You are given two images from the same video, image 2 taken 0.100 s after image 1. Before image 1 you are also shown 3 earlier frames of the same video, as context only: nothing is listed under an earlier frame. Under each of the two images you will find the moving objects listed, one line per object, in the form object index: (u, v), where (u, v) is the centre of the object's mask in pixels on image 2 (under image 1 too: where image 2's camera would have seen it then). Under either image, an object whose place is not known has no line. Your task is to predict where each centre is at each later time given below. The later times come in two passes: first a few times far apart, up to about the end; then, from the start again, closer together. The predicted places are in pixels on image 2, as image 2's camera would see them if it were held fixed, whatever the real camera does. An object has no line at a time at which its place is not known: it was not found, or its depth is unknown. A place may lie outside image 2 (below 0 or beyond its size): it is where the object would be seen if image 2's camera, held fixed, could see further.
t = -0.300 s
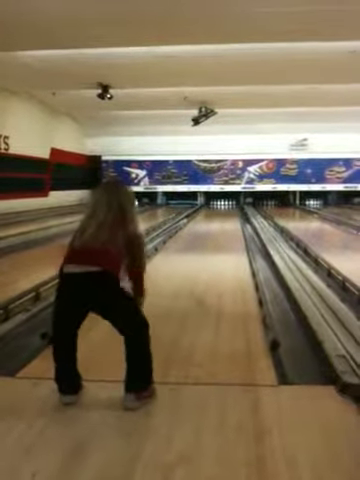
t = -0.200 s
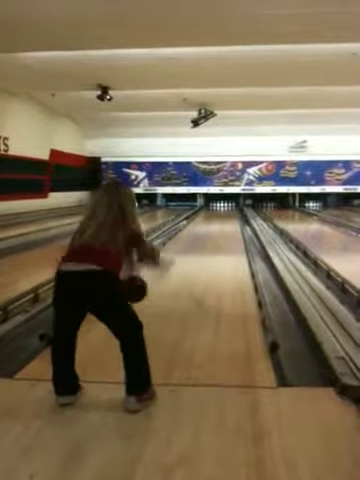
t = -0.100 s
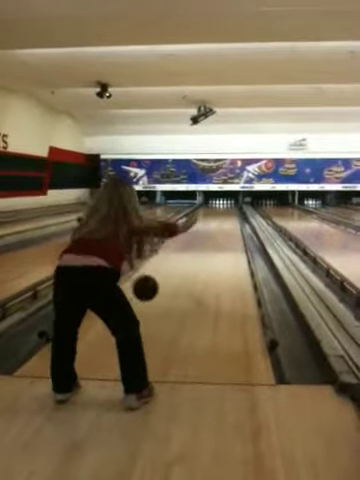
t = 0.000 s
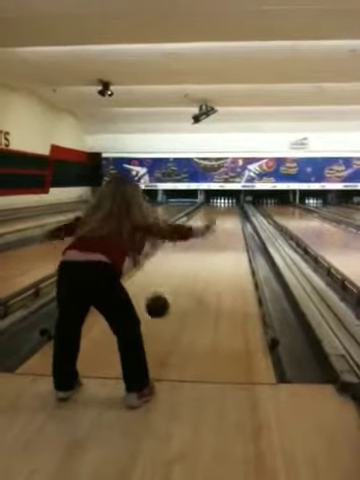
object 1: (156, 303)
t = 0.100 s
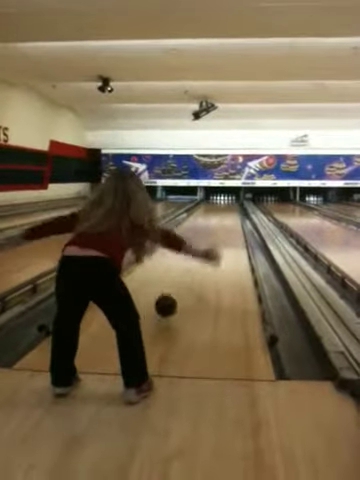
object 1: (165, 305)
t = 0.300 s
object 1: (183, 297)
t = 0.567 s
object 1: (200, 286)
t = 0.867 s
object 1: (216, 276)
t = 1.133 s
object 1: (228, 269)
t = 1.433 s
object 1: (240, 262)
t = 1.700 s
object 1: (241, 257)
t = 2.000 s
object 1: (237, 251)
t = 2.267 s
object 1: (233, 248)
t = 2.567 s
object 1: (229, 243)
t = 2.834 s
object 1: (226, 240)
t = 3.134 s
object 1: (223, 237)
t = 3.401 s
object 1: (220, 235)
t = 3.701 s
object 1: (217, 232)
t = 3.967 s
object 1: (215, 229)
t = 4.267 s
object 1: (212, 227)
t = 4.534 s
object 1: (209, 226)
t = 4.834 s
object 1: (208, 224)
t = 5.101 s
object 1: (206, 222)
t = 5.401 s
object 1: (205, 221)
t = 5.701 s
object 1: (202, 220)
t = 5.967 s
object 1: (201, 218)
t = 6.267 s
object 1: (200, 217)
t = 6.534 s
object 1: (199, 215)
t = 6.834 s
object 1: (199, 213)
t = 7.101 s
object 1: (197, 213)
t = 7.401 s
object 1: (196, 212)
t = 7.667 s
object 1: (197, 212)
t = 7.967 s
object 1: (194, 210)
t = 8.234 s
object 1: (195, 210)
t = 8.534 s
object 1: (197, 209)
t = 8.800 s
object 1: (198, 208)
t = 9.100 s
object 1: (199, 207)
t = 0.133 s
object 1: (169, 303)
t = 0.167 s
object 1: (171, 303)
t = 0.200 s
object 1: (174, 303)
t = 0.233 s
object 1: (177, 301)
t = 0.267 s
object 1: (180, 299)
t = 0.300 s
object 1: (183, 297)
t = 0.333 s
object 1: (186, 296)
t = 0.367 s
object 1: (188, 294)
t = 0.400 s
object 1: (190, 292)
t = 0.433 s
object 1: (192, 292)
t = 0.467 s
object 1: (194, 290)
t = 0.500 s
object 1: (196, 289)
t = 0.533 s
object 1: (198, 287)
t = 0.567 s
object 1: (200, 286)
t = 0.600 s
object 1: (202, 285)
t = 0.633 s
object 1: (204, 284)
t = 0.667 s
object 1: (206, 282)
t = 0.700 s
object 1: (207, 281)
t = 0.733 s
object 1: (210, 280)
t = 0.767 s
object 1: (212, 278)
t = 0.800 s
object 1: (213, 277)
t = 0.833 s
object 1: (214, 277)
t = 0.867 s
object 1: (216, 276)
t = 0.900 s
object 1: (217, 275)
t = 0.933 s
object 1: (219, 274)
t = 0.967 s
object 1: (221, 273)
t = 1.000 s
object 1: (222, 272)
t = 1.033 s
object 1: (224, 271)
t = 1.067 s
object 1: (226, 270)
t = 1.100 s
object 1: (227, 270)
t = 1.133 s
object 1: (228, 269)
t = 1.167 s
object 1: (230, 268)
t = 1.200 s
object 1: (231, 267)
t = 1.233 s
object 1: (233, 266)
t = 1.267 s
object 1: (234, 265)
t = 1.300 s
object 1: (235, 265)
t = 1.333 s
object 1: (237, 264)
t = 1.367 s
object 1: (238, 263)
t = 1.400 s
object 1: (239, 263)
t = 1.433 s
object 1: (240, 262)
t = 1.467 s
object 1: (241, 261)
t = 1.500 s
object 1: (242, 260)
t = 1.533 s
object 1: (243, 260)
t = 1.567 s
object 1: (244, 259)
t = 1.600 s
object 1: (243, 259)
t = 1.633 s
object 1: (243, 258)
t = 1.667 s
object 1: (242, 257)
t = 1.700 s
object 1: (241, 257)
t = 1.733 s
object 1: (241, 256)
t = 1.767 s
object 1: (241, 255)
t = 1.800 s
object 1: (240, 255)
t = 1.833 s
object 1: (239, 254)
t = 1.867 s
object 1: (239, 254)
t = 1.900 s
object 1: (238, 253)
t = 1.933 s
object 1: (238, 252)
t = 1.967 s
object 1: (237, 251)
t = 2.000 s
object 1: (237, 251)
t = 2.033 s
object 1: (236, 250)
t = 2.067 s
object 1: (236, 249)
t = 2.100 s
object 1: (235, 249)
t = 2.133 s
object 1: (235, 249)
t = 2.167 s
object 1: (234, 249)
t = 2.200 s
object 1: (234, 248)
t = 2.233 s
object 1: (233, 247)
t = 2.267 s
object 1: (233, 248)
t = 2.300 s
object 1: (233, 247)
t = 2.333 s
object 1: (232, 246)
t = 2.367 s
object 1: (232, 246)
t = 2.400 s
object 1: (232, 245)
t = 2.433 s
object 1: (231, 245)
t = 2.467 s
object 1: (230, 245)
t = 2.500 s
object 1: (230, 244)
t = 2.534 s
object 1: (229, 244)
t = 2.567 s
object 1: (229, 243)
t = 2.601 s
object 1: (229, 243)
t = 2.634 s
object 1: (228, 242)
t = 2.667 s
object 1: (228, 242)
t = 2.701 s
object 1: (228, 242)
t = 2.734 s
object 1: (228, 241)
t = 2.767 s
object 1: (227, 241)
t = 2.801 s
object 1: (227, 241)
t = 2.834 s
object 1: (226, 240)
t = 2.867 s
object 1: (226, 239)
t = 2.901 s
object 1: (226, 239)
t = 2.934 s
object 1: (226, 239)
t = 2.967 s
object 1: (225, 239)
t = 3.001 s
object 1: (225, 239)
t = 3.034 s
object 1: (224, 238)
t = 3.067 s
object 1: (224, 238)
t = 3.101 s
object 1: (223, 237)
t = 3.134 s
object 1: (223, 237)
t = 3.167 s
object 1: (223, 237)
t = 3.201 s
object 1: (223, 236)
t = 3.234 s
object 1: (222, 236)
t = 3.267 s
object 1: (222, 236)
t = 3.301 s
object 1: (221, 235)
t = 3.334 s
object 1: (221, 236)
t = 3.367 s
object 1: (221, 235)
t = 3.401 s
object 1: (220, 235)
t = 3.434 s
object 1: (220, 235)
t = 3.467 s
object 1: (220, 233)
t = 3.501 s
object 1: (219, 233)
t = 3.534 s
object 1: (219, 233)
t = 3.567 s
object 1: (219, 232)
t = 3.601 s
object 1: (219, 231)
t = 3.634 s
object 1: (219, 232)
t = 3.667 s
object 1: (218, 233)
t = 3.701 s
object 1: (217, 232)
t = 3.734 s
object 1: (217, 231)
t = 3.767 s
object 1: (216, 231)
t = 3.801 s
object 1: (217, 231)
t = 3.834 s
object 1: (217, 231)
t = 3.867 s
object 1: (216, 230)
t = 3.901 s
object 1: (216, 230)
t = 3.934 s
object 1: (215, 229)
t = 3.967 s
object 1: (215, 229)
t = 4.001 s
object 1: (215, 229)
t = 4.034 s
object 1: (215, 229)
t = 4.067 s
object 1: (214, 228)
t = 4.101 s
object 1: (214, 228)
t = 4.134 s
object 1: (214, 227)
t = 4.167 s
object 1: (214, 228)
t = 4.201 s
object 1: (213, 228)
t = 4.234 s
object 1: (213, 228)
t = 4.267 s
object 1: (212, 227)
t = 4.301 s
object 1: (212, 227)
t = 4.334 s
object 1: (212, 227)
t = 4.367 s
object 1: (211, 226)
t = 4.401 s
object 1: (211, 227)
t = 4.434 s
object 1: (211, 227)
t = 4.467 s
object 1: (210, 226)
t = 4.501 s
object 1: (209, 225)
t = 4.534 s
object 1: (209, 226)
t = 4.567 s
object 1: (209, 226)
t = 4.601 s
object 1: (210, 226)
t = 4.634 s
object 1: (209, 225)
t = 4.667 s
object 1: (209, 225)
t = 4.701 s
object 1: (209, 225)
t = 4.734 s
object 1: (209, 225)
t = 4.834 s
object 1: (208, 224)
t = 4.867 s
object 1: (207, 224)
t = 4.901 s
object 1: (207, 224)
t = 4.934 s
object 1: (207, 223)
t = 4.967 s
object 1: (207, 224)
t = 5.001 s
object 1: (206, 223)
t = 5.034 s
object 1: (206, 222)
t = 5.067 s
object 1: (206, 222)
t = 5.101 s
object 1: (206, 222)
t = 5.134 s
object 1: (206, 222)
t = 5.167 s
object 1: (207, 222)
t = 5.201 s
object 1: (206, 222)
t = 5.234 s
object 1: (205, 222)
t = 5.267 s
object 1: (205, 221)
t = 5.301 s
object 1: (206, 221)
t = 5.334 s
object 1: (205, 221)
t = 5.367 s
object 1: (205, 221)
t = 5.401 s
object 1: (205, 221)
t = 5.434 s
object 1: (204, 220)
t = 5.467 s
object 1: (204, 221)
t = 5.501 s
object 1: (204, 221)
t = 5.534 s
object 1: (203, 221)
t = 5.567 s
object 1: (203, 222)
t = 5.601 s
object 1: (204, 221)
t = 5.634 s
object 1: (203, 220)
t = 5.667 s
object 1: (203, 220)
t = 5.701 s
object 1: (202, 220)
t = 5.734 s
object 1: (203, 219)
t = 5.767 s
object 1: (202, 220)
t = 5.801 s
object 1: (202, 219)
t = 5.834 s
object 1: (202, 220)
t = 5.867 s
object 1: (202, 219)
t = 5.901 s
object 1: (201, 218)
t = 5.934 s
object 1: (201, 218)
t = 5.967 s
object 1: (201, 218)
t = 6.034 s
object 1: (201, 218)
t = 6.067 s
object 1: (201, 217)
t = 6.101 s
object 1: (201, 217)
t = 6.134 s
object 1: (201, 218)
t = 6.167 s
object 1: (200, 217)
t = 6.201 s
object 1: (200, 217)
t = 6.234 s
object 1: (200, 217)
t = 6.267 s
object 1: (200, 217)
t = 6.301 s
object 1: (200, 216)
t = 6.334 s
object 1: (200, 216)
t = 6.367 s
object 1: (200, 215)
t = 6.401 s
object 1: (200, 215)
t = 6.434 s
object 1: (200, 214)
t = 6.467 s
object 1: (200, 215)
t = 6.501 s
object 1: (199, 215)
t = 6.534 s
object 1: (199, 215)
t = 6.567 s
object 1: (199, 215)
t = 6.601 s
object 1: (199, 215)
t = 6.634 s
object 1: (199, 215)
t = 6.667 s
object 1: (199, 214)
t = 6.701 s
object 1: (198, 213)
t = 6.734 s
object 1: (198, 213)
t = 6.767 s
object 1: (198, 213)
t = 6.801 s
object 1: (198, 214)
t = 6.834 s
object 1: (199, 213)
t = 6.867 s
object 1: (199, 213)
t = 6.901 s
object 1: (199, 213)
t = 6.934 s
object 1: (199, 213)
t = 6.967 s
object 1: (198, 213)
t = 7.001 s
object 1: (198, 212)
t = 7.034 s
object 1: (198, 212)
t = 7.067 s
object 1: (198, 213)
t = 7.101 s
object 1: (197, 213)
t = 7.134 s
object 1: (196, 212)
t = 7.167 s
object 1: (196, 212)
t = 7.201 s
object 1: (197, 213)
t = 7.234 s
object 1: (196, 212)
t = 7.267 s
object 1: (197, 212)
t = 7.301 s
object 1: (197, 212)
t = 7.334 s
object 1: (197, 212)
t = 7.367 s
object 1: (196, 212)
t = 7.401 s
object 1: (196, 212)
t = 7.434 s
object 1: (197, 212)
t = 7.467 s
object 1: (198, 213)
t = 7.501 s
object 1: (198, 212)
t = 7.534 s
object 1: (198, 210)
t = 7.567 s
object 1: (197, 209)
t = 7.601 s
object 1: (197, 210)
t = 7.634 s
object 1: (198, 211)
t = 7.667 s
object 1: (197, 212)
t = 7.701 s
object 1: (196, 212)
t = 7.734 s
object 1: (195, 211)
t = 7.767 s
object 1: (195, 211)
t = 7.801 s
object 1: (195, 210)
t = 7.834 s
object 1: (195, 210)
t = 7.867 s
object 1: (195, 211)
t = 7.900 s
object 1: (195, 211)
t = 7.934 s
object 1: (194, 210)
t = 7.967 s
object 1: (194, 210)
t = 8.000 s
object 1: (194, 210)
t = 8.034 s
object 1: (195, 210)
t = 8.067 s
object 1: (195, 211)
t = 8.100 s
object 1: (195, 211)
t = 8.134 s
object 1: (195, 210)
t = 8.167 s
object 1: (195, 210)
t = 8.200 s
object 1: (195, 211)
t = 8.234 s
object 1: (195, 210)
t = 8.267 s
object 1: (195, 210)
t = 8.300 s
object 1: (195, 210)
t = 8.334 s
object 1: (196, 209)
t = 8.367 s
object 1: (197, 209)
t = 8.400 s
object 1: (197, 209)
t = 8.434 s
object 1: (198, 209)
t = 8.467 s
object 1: (197, 209)
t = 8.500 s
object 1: (197, 209)
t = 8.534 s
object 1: (197, 209)
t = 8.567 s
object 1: (197, 209)
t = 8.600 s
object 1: (198, 208)
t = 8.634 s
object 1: (198, 209)
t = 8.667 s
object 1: (198, 209)
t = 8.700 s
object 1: (198, 208)
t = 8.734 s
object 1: (198, 208)
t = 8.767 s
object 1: (198, 208)
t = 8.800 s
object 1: (198, 208)
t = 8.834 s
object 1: (198, 208)
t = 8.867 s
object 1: (199, 208)
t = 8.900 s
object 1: (199, 208)
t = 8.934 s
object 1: (199, 208)
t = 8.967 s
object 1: (200, 207)
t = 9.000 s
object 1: (200, 207)
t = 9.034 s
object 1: (200, 208)
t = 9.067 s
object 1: (200, 208)
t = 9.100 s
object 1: (199, 207)
